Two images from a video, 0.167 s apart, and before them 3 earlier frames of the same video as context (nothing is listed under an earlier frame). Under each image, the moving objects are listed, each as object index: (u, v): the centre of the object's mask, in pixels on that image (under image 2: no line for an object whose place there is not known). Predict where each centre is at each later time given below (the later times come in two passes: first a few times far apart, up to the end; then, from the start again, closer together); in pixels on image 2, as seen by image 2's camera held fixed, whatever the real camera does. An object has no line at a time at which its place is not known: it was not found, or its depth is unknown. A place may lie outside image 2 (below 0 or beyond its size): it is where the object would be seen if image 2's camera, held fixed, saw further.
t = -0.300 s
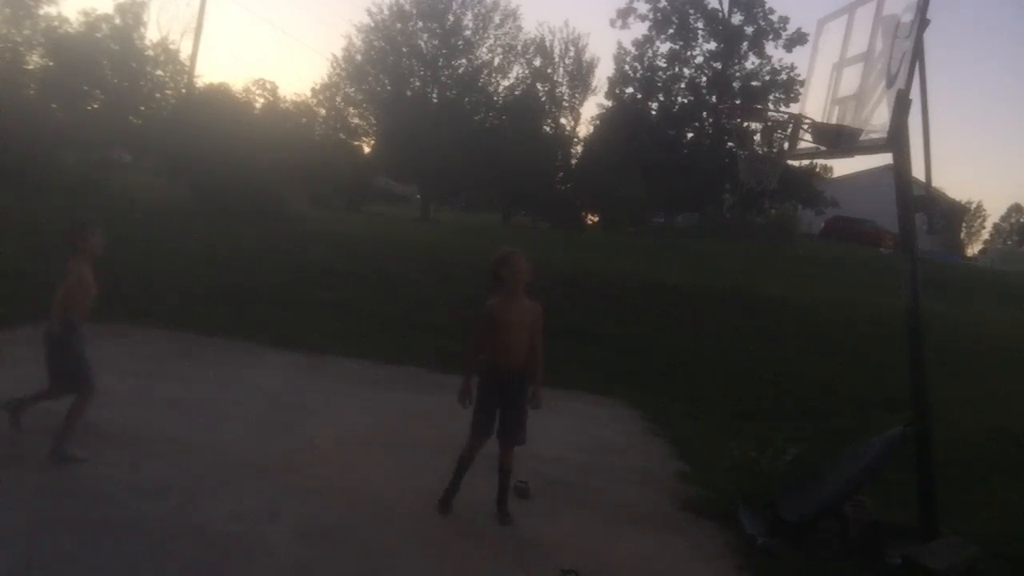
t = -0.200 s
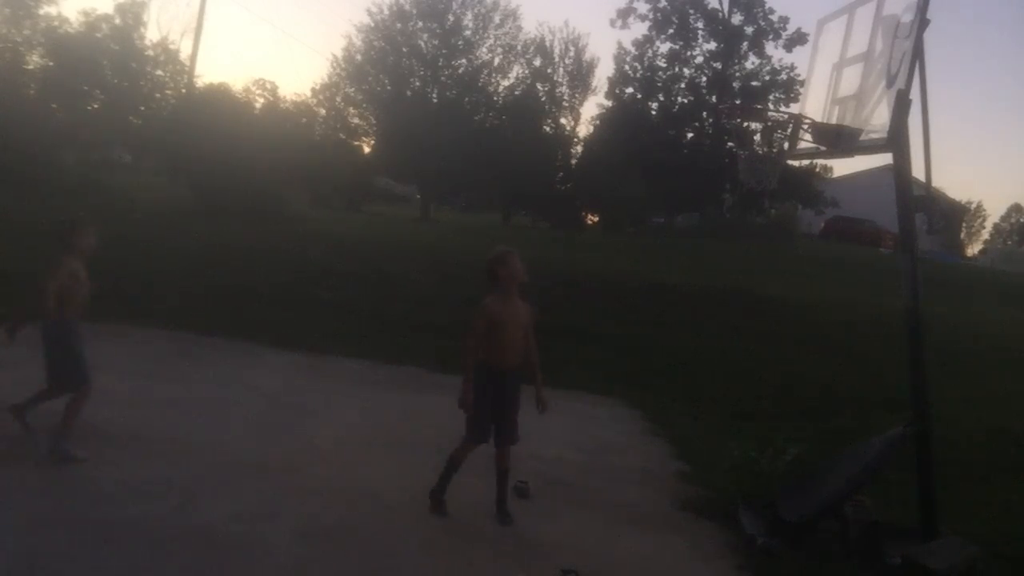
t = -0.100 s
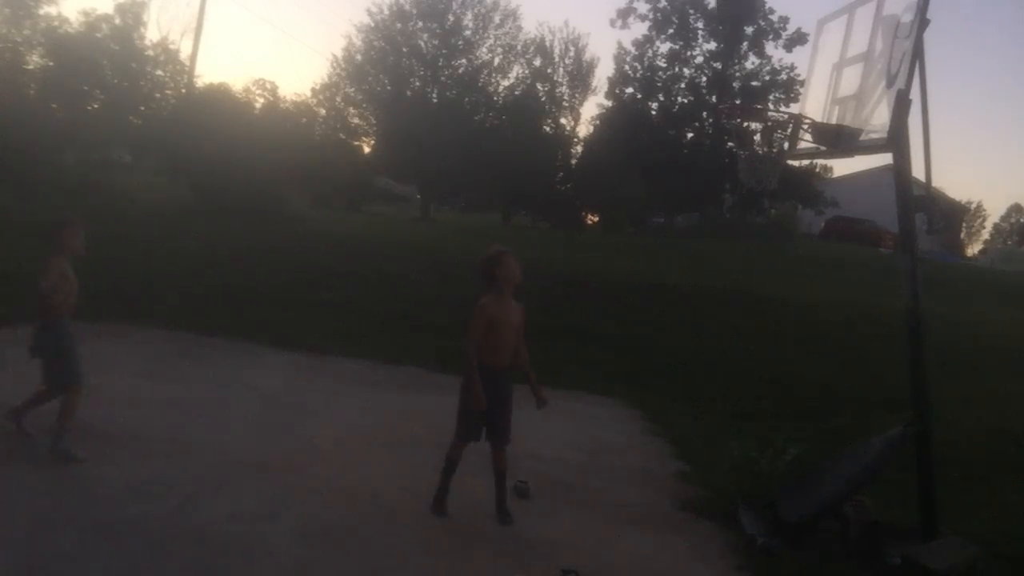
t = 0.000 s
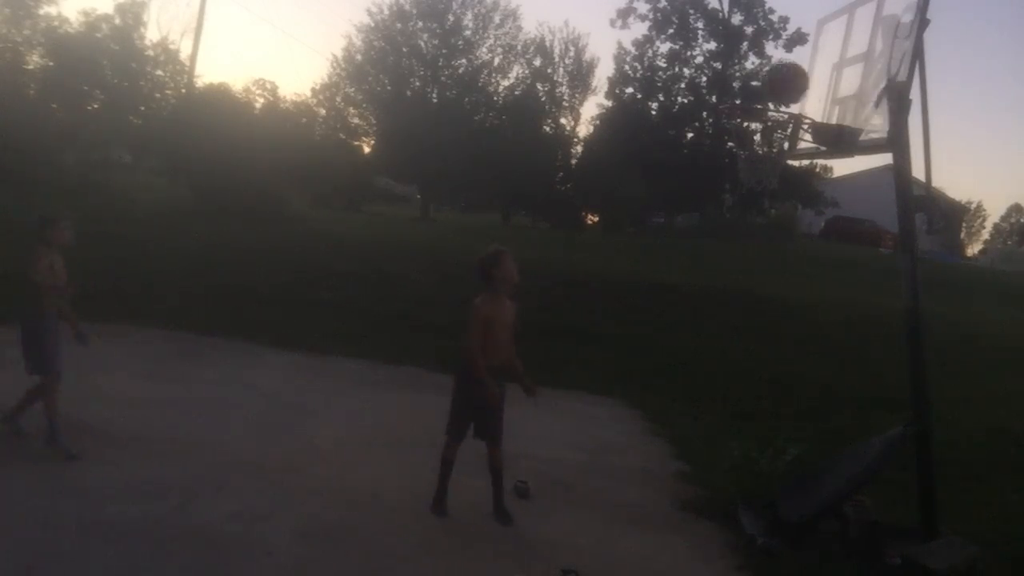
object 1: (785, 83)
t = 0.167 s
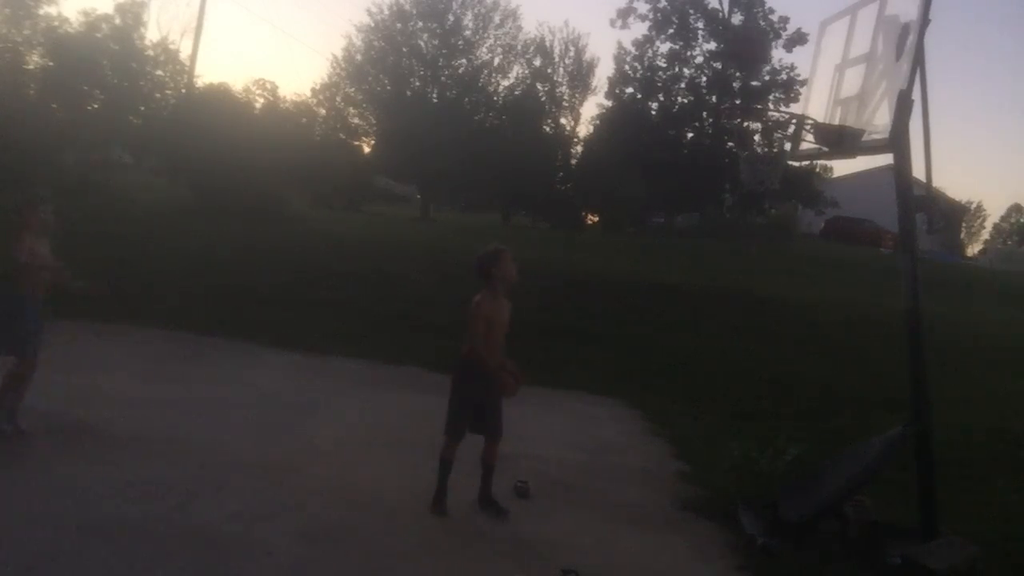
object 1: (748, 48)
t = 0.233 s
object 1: (720, 32)
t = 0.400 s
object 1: (638, 24)
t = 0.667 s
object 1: (460, 149)
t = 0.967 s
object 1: (193, 540)
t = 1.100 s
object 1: (132, 426)
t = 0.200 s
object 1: (736, 37)
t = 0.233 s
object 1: (720, 32)
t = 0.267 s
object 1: (702, 24)
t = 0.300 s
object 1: (685, 22)
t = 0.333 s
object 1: (673, 21)
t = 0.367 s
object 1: (655, 21)
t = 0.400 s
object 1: (638, 24)
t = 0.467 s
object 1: (596, 39)
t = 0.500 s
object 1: (576, 52)
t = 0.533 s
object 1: (557, 65)
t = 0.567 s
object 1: (533, 81)
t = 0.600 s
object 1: (512, 103)
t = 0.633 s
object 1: (485, 120)
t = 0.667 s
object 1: (460, 149)
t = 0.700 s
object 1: (437, 179)
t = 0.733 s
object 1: (410, 212)
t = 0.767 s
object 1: (383, 245)
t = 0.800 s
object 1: (355, 283)
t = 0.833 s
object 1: (325, 328)
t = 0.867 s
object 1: (293, 377)
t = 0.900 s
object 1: (261, 428)
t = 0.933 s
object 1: (228, 482)
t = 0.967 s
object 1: (193, 540)
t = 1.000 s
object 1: (170, 549)
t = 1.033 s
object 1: (158, 507)
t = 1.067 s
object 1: (145, 466)
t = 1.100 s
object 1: (132, 426)
